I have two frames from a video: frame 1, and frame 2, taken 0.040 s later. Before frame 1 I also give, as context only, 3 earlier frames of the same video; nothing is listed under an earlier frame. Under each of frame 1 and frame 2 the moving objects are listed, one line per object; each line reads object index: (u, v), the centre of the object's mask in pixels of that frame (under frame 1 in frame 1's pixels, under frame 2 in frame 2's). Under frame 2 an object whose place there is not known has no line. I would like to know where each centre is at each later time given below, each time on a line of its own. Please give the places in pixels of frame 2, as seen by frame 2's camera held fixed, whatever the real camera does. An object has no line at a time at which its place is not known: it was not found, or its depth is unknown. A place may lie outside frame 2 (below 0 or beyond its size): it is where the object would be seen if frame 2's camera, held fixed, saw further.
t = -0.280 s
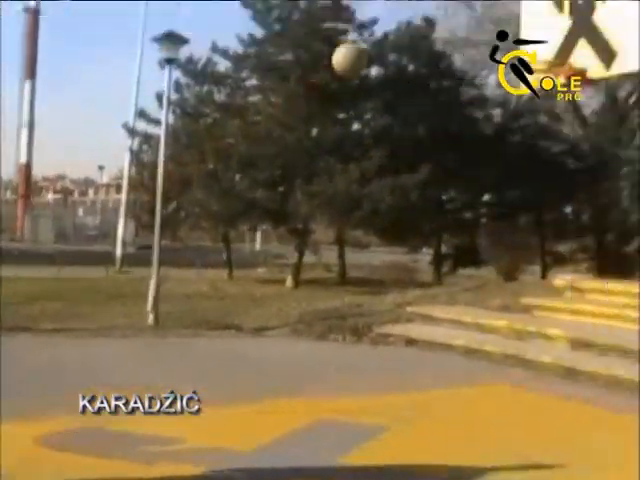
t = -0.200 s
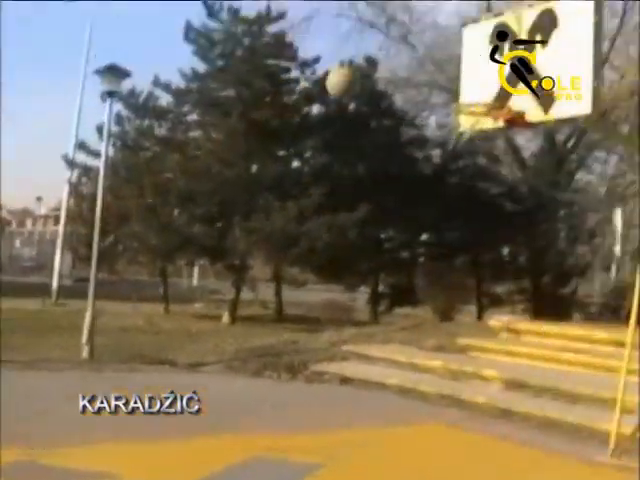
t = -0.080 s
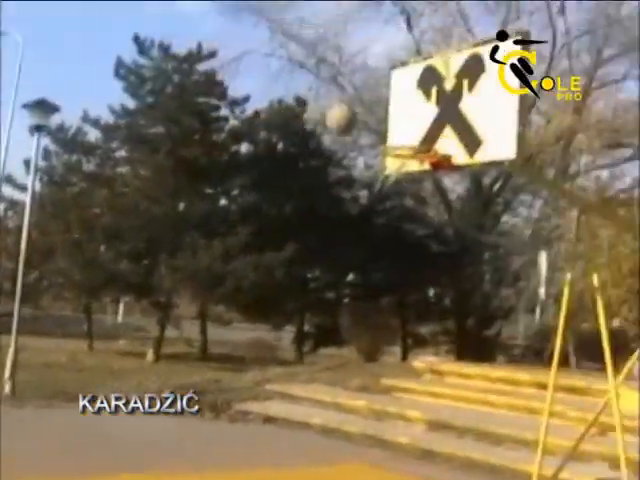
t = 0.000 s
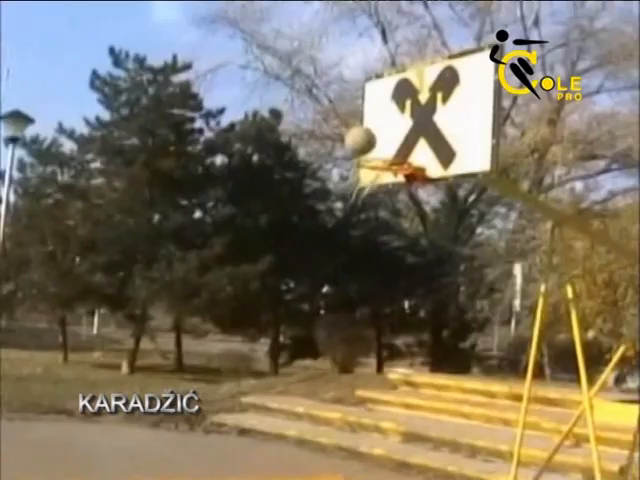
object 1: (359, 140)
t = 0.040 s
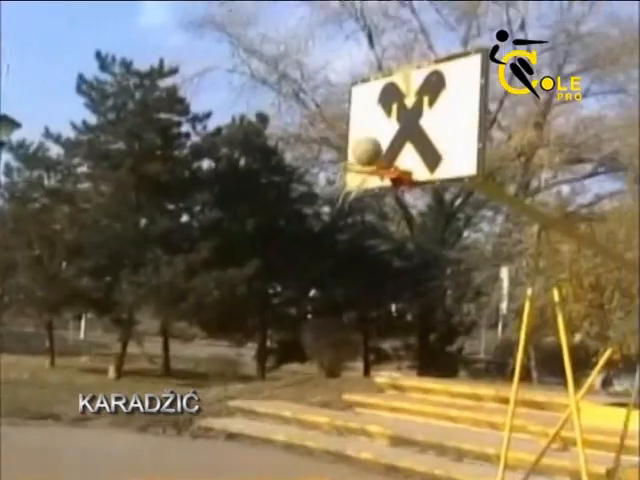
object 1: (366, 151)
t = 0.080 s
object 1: (386, 160)
